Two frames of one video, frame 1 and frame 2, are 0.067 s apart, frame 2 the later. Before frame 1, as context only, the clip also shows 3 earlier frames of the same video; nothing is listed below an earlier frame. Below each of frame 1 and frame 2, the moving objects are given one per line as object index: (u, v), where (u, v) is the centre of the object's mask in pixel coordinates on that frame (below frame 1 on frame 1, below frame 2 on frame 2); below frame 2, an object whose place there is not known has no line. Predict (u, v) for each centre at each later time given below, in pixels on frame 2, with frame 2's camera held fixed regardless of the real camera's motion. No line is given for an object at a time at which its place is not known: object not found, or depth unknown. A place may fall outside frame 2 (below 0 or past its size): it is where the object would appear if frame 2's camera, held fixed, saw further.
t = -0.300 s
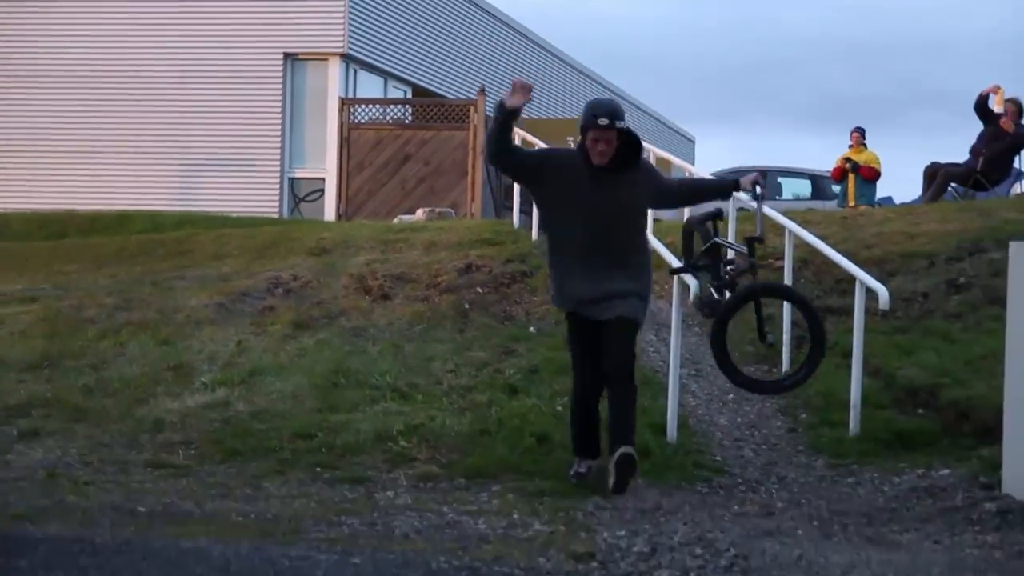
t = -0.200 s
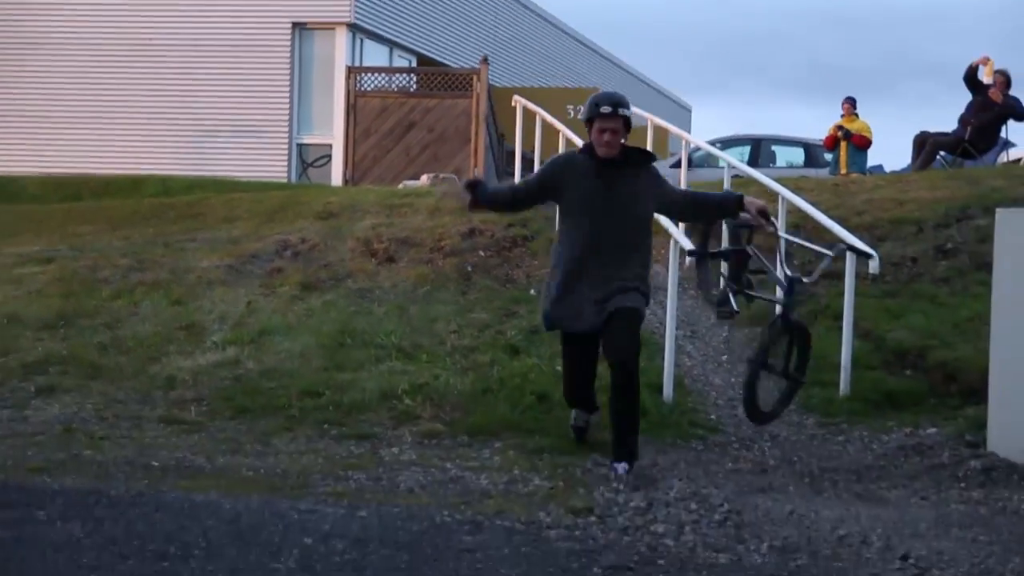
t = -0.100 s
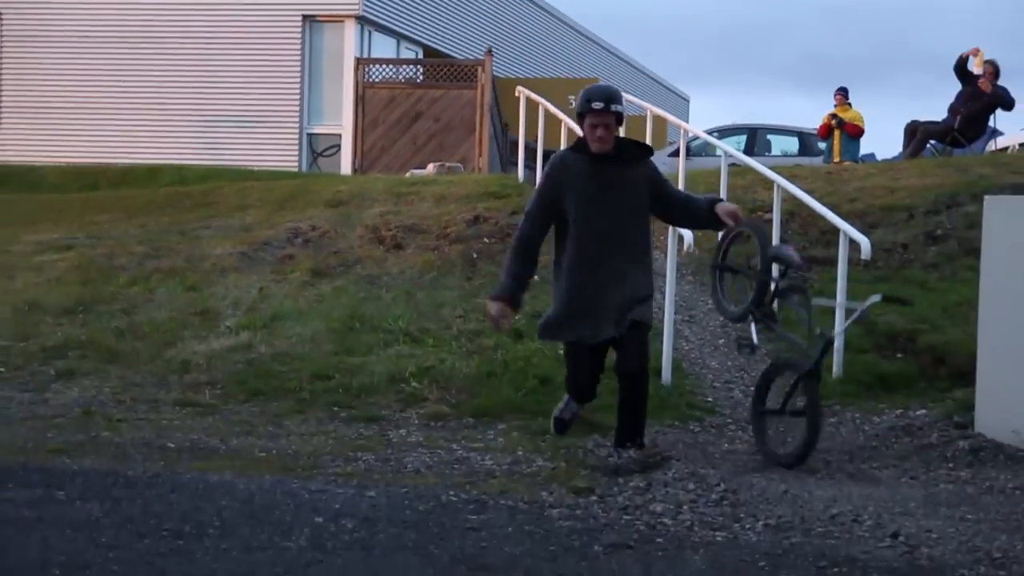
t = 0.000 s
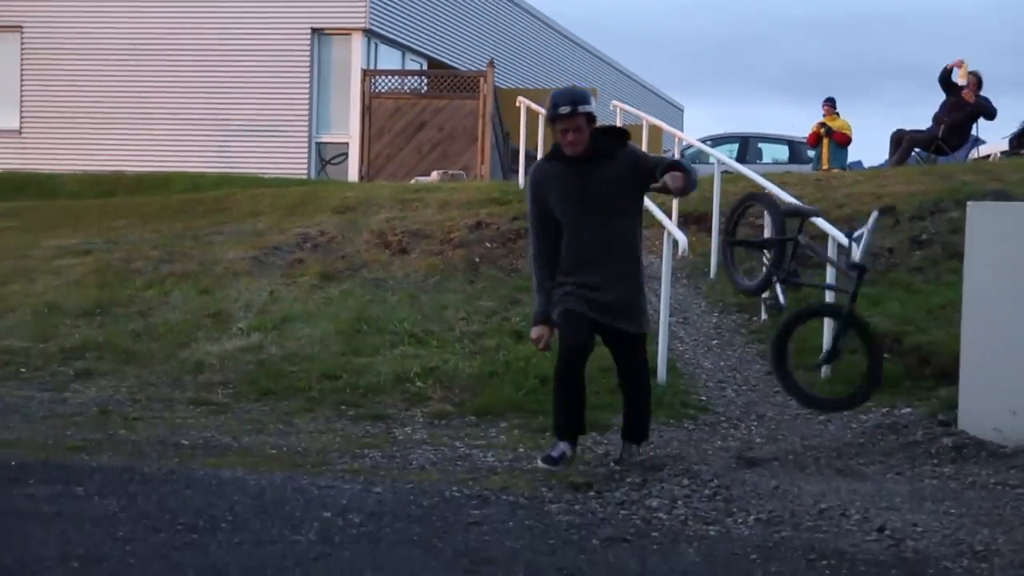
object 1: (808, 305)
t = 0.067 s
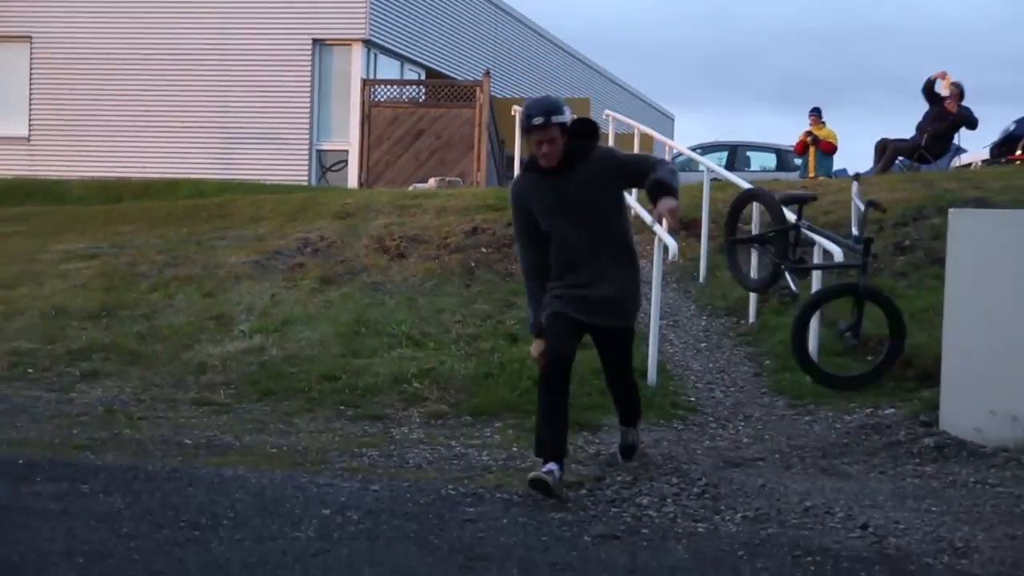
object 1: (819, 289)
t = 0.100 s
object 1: (831, 260)
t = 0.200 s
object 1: (862, 234)
